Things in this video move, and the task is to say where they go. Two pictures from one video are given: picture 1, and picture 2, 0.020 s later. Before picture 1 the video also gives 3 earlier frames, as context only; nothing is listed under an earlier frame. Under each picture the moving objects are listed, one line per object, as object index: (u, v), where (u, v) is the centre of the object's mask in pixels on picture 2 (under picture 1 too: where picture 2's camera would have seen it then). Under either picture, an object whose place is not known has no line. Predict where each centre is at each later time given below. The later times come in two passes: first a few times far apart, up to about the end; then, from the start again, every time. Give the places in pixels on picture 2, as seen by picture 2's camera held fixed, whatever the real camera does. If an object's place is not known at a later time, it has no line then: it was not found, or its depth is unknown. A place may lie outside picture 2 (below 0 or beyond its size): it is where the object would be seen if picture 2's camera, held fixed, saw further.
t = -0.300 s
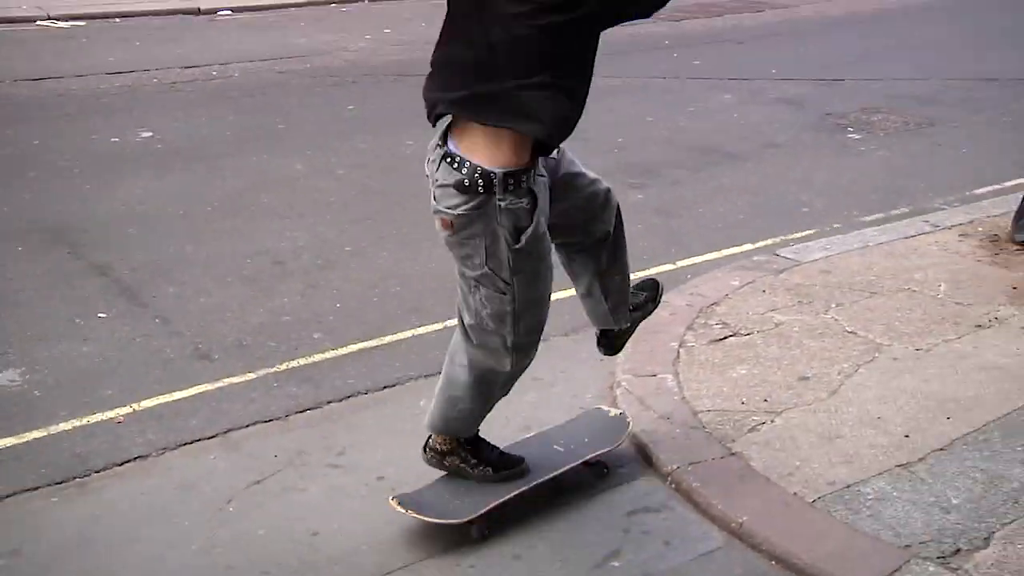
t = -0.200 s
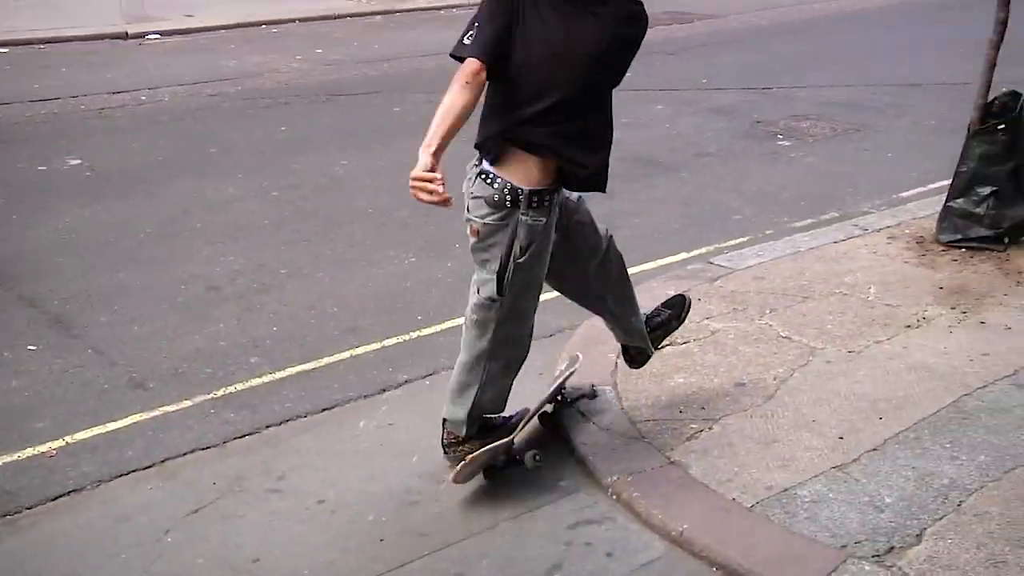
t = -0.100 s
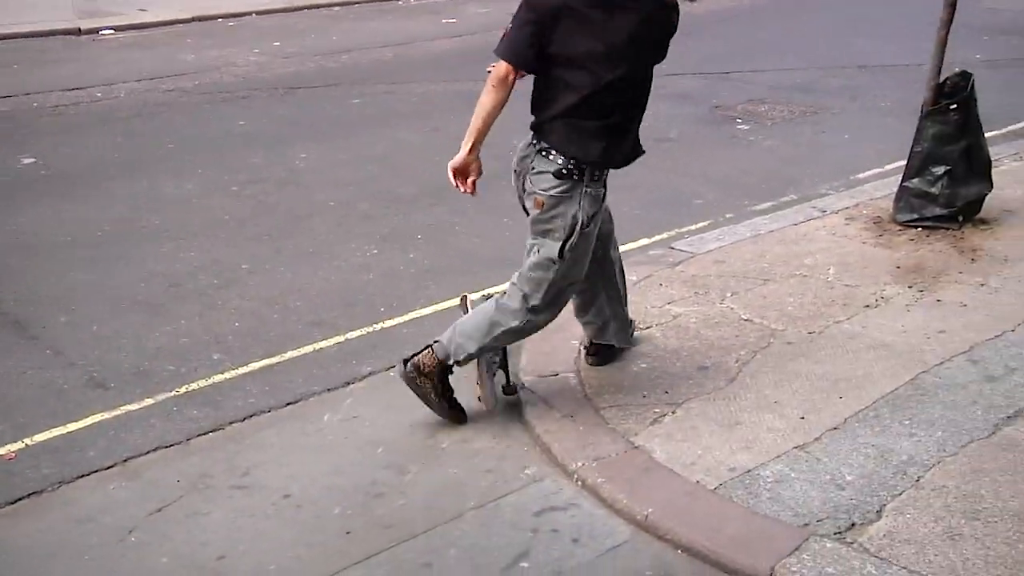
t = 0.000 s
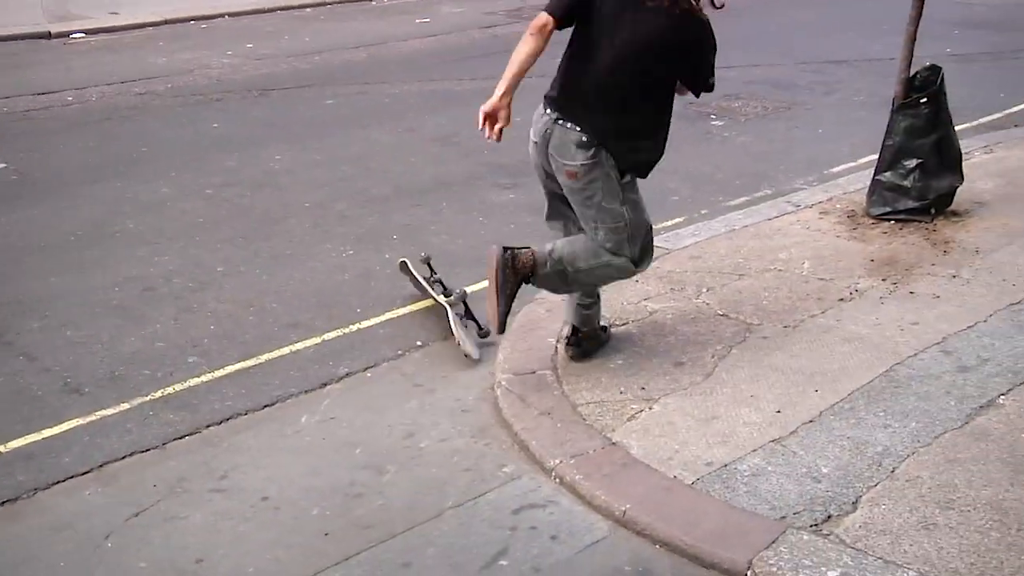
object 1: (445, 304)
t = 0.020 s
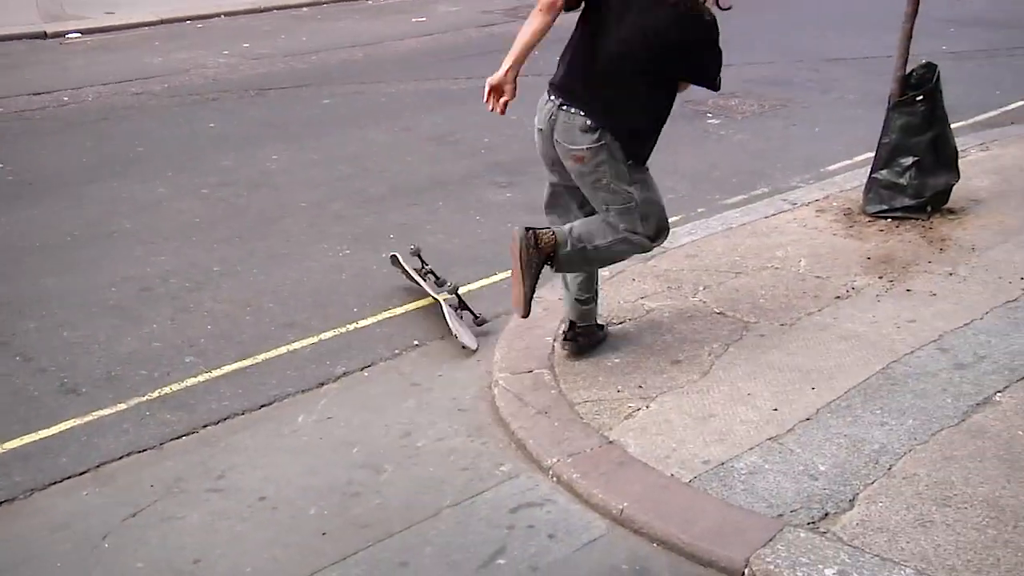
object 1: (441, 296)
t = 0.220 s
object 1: (416, 237)
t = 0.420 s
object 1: (399, 203)
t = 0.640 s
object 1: (388, 178)
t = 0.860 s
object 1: (384, 165)
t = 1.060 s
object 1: (385, 164)
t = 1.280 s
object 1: (385, 164)
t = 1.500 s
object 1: (385, 164)
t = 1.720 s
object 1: (385, 164)
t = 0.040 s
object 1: (439, 290)
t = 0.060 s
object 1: (436, 284)
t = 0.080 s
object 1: (433, 279)
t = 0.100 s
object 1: (431, 275)
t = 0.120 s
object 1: (428, 271)
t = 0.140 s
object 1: (426, 267)
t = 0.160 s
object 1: (424, 259)
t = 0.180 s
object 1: (421, 251)
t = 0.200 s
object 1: (419, 244)
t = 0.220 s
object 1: (416, 237)
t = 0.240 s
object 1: (414, 231)
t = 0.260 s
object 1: (411, 227)
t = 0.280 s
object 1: (410, 223)
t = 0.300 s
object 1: (408, 221)
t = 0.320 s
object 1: (406, 218)
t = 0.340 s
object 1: (405, 214)
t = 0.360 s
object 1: (403, 212)
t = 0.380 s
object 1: (402, 209)
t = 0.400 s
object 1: (401, 206)
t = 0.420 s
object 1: (399, 203)
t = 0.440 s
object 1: (398, 200)
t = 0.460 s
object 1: (396, 198)
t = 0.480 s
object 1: (394, 195)
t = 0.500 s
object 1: (393, 191)
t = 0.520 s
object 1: (393, 189)
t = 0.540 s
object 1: (391, 186)
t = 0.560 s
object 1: (390, 184)
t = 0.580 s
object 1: (389, 182)
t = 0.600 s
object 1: (389, 181)
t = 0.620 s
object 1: (388, 180)
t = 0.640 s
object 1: (388, 178)
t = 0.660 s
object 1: (388, 176)
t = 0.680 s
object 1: (387, 175)
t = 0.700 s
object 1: (386, 174)
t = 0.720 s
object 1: (386, 172)
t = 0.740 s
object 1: (385, 171)
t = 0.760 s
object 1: (385, 169)
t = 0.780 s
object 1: (385, 168)
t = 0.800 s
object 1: (385, 167)
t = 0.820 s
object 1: (384, 166)
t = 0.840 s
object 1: (385, 166)
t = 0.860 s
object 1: (384, 165)
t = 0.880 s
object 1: (385, 165)
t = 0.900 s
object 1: (385, 165)
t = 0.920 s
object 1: (384, 164)
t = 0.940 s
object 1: (384, 164)
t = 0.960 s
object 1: (384, 164)
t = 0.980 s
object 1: (385, 164)
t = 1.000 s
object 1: (385, 164)
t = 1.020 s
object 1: (385, 164)
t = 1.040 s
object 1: (385, 164)
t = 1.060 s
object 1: (385, 164)
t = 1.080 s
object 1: (384, 164)
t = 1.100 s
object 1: (384, 164)
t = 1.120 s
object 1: (385, 164)
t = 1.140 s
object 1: (385, 164)
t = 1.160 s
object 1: (385, 164)
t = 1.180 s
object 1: (385, 164)
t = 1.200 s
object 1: (385, 164)
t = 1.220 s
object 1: (385, 164)
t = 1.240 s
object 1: (385, 164)
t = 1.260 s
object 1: (385, 164)
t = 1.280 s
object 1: (385, 164)
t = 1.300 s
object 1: (385, 164)
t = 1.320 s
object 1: (385, 164)
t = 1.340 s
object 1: (385, 164)
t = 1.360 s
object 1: (385, 164)
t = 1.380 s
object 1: (385, 164)
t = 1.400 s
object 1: (385, 164)
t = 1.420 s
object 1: (385, 164)
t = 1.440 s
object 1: (385, 164)
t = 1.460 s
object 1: (385, 164)
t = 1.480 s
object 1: (385, 164)
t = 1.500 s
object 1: (385, 164)
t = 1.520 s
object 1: (385, 164)
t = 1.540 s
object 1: (385, 164)
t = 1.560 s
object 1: (385, 164)
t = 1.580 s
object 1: (385, 164)
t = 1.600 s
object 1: (385, 164)
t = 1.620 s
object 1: (385, 164)
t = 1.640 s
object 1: (385, 164)
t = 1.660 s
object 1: (385, 164)
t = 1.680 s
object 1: (385, 164)
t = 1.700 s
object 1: (385, 164)
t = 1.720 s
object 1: (385, 164)
